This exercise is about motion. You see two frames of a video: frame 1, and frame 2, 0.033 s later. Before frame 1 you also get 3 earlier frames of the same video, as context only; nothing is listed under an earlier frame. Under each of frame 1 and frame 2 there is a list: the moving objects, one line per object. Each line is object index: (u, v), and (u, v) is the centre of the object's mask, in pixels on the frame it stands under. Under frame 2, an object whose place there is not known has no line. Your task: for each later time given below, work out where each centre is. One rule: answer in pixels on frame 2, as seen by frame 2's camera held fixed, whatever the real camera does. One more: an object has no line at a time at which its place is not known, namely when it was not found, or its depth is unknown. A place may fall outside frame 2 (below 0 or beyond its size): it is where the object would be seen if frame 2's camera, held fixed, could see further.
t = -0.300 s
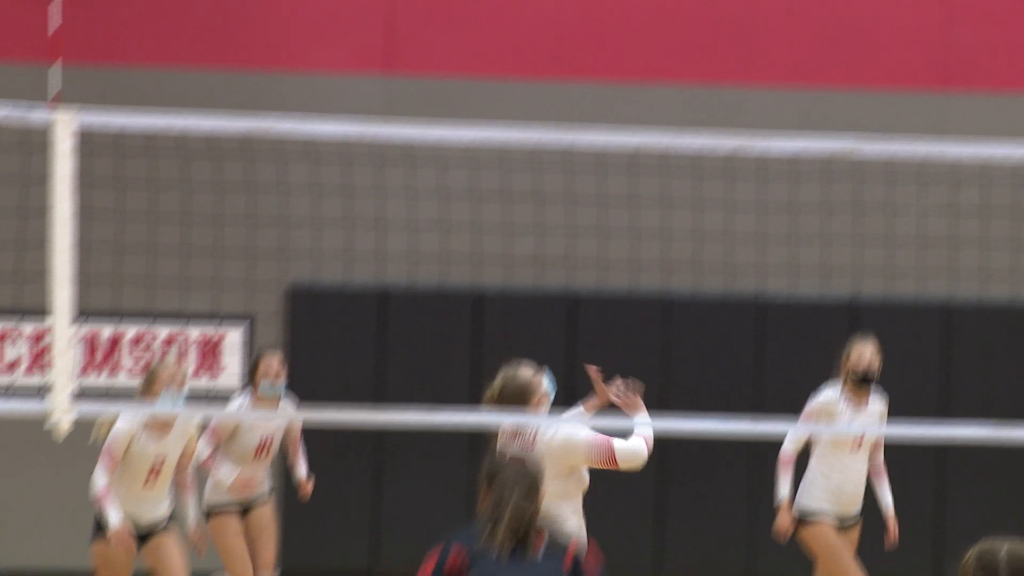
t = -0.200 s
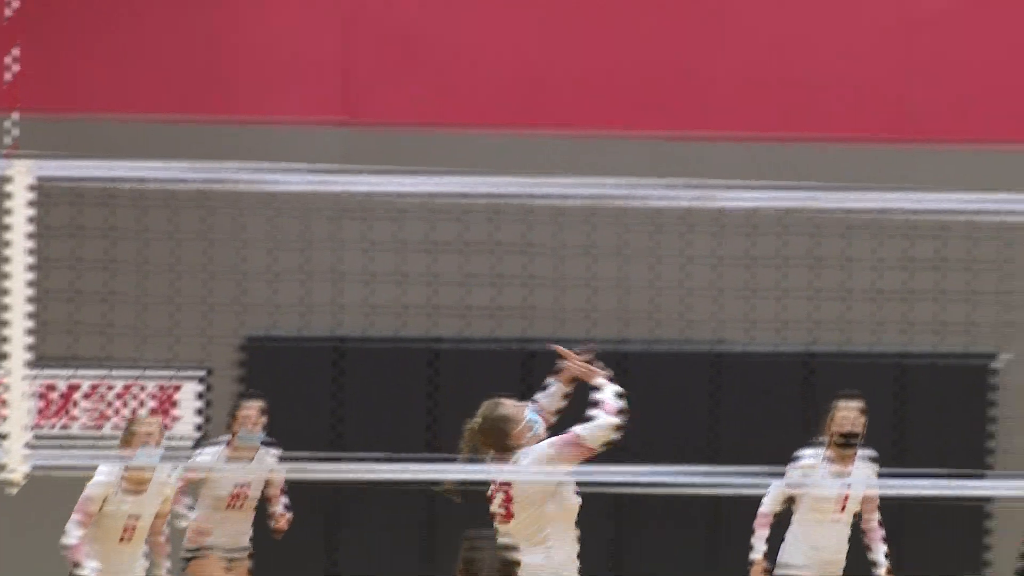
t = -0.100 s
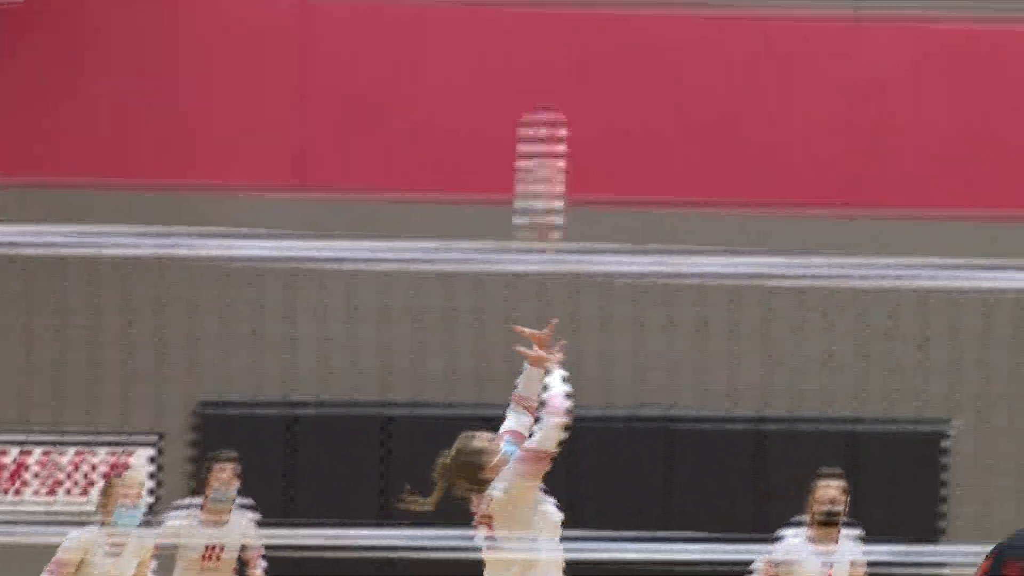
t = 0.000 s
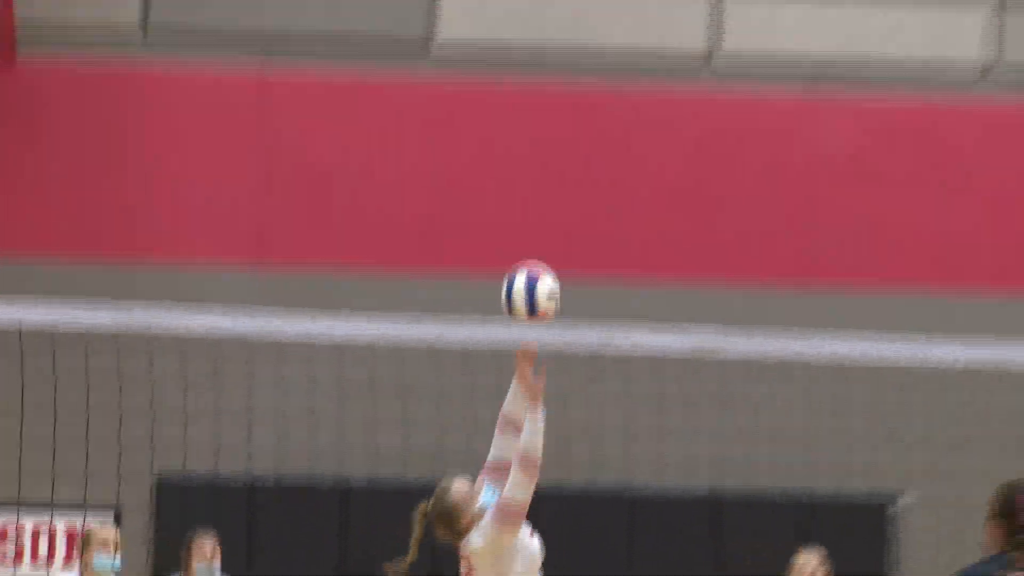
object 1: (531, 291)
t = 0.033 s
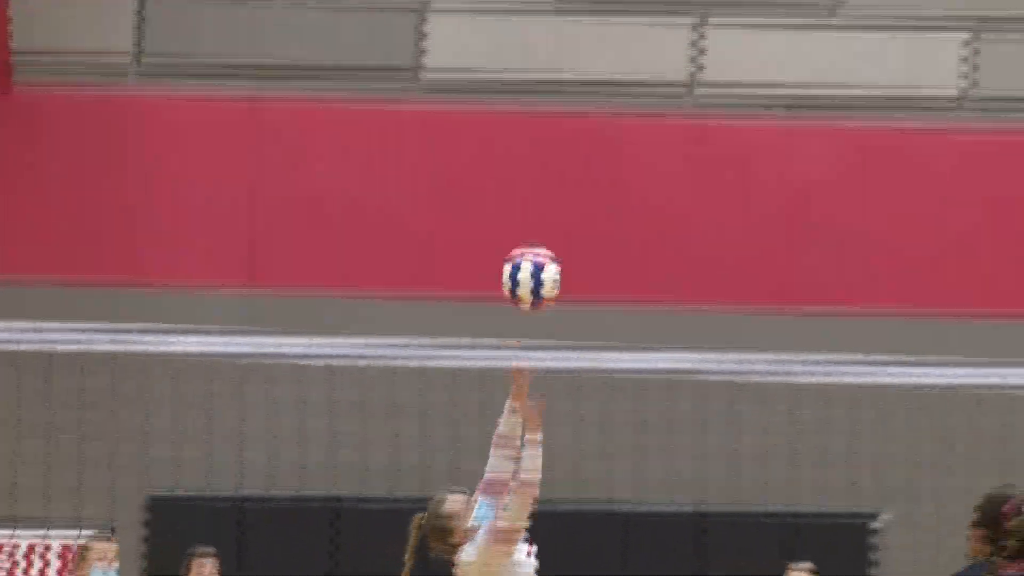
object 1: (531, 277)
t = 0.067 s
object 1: (546, 239)
